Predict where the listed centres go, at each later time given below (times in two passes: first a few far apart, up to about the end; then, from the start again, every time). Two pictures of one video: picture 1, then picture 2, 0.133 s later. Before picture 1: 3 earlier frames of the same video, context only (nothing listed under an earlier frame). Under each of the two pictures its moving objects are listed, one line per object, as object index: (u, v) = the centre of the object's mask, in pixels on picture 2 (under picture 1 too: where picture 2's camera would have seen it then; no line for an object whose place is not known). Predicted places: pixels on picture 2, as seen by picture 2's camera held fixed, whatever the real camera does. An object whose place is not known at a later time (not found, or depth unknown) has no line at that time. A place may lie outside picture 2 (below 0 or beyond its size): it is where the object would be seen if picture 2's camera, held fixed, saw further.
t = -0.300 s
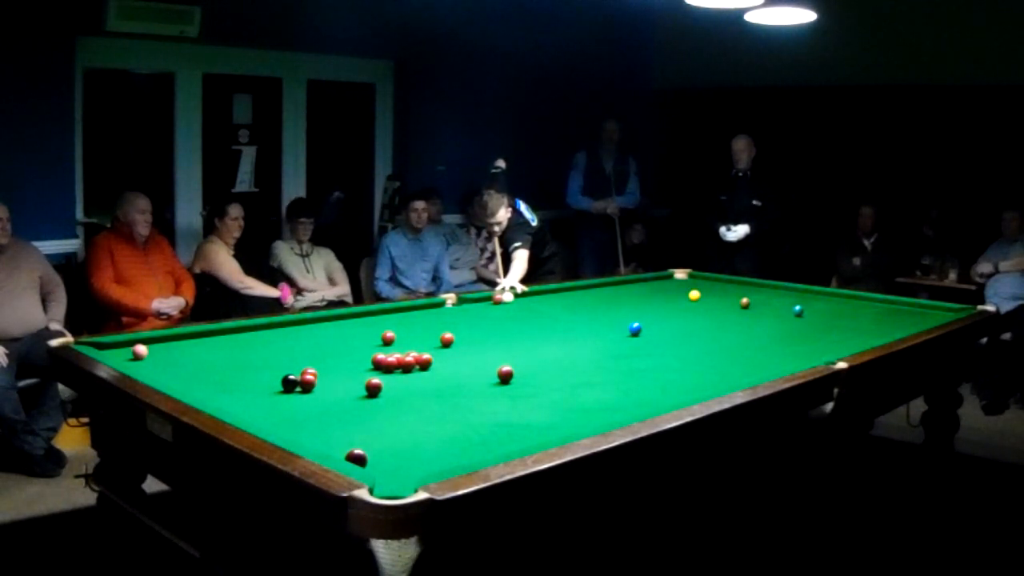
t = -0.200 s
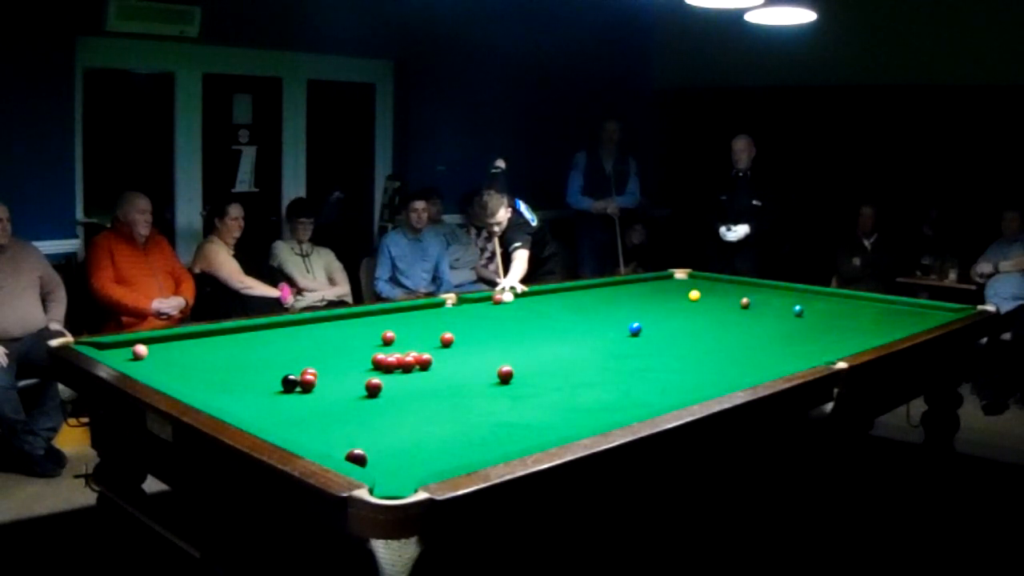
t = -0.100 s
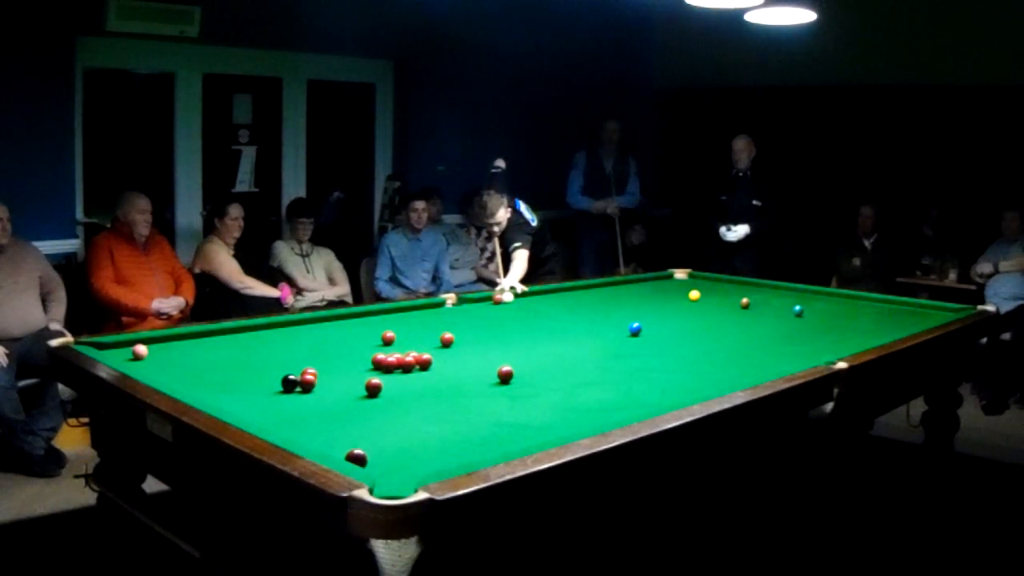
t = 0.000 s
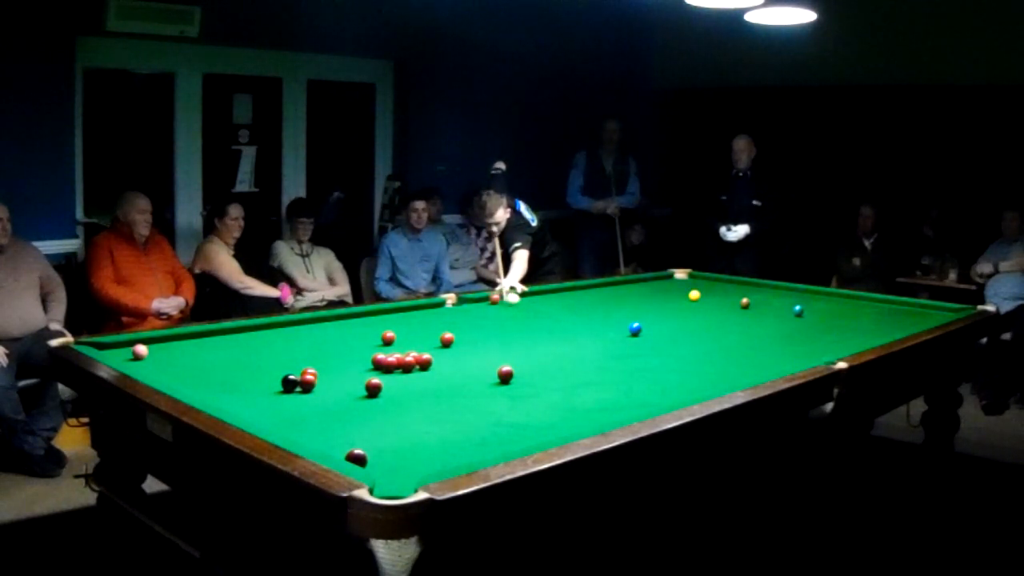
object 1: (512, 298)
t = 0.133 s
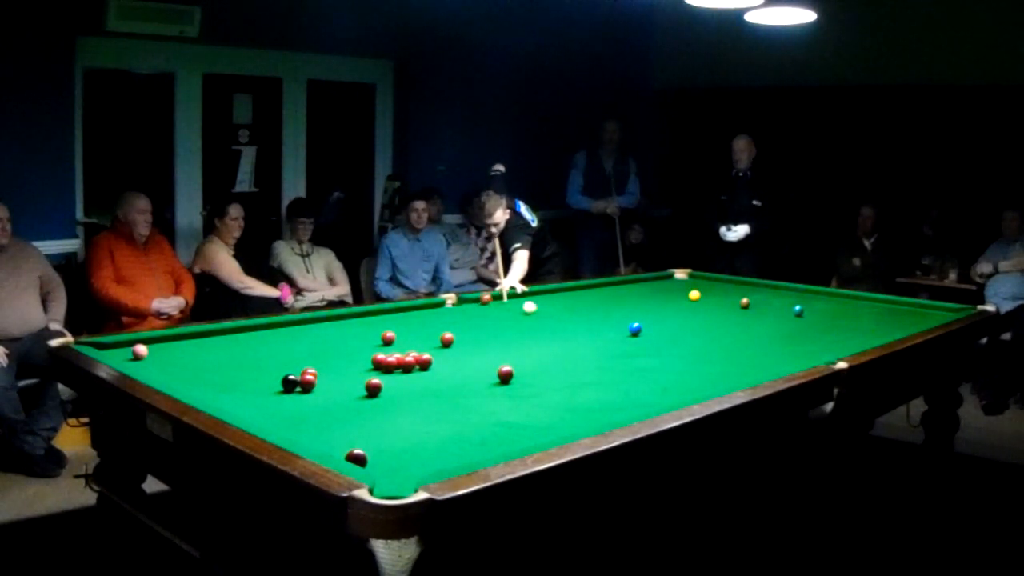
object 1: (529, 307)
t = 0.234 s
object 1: (540, 313)
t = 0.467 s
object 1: (563, 327)
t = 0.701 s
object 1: (589, 343)
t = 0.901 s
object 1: (615, 359)
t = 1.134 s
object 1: (651, 380)
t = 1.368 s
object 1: (652, 396)
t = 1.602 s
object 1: (566, 396)
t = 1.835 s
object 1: (482, 396)
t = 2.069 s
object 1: (400, 395)
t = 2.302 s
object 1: (321, 393)
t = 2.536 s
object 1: (245, 392)
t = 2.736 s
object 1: (193, 387)
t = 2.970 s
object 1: (204, 376)
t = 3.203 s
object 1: (212, 365)
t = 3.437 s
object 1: (220, 355)
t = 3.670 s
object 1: (226, 346)
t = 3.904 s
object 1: (232, 338)
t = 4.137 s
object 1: (237, 332)
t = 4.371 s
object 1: (249, 328)
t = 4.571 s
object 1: (268, 329)
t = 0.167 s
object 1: (533, 309)
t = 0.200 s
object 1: (536, 311)
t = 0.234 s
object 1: (540, 313)
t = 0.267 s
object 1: (543, 315)
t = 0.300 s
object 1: (546, 316)
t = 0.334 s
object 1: (549, 318)
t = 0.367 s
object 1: (552, 320)
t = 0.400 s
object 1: (556, 322)
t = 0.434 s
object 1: (559, 325)
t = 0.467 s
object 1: (563, 327)
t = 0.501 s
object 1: (566, 329)
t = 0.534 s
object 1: (570, 331)
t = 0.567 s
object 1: (573, 333)
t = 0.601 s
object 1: (577, 335)
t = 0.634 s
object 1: (581, 338)
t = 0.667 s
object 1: (585, 341)
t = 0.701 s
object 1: (589, 343)
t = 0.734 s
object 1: (593, 345)
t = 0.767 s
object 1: (597, 348)
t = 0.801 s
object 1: (602, 351)
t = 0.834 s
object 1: (606, 353)
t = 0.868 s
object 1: (611, 356)
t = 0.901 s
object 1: (615, 359)
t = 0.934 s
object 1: (620, 362)
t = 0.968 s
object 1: (625, 365)
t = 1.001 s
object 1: (630, 367)
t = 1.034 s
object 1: (635, 371)
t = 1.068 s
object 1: (641, 374)
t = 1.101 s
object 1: (646, 377)
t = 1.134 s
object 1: (651, 380)
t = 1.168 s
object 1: (657, 384)
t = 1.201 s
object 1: (663, 388)
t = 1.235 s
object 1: (668, 390)
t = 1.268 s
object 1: (674, 393)
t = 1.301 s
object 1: (678, 396)
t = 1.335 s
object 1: (667, 396)
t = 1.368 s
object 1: (652, 396)
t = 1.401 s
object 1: (640, 396)
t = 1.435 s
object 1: (627, 396)
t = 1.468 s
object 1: (614, 396)
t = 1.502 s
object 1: (602, 396)
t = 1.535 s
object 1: (590, 396)
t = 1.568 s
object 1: (578, 396)
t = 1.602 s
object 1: (566, 396)
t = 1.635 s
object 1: (554, 396)
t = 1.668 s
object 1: (542, 396)
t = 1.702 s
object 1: (530, 396)
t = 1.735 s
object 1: (518, 396)
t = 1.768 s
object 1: (506, 396)
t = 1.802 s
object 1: (494, 396)
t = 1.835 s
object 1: (482, 396)
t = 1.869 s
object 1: (470, 395)
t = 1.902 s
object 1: (458, 395)
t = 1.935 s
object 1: (447, 395)
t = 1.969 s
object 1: (435, 395)
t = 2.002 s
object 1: (423, 395)
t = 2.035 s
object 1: (412, 395)
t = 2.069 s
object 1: (400, 395)
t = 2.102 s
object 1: (389, 394)
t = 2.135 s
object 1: (377, 394)
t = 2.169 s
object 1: (366, 394)
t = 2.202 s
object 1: (355, 394)
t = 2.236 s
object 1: (343, 394)
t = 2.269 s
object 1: (332, 394)
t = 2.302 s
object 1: (321, 393)
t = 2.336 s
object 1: (309, 394)
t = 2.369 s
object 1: (298, 393)
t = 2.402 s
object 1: (287, 393)
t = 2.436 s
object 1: (277, 393)
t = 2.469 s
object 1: (266, 393)
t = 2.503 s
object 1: (256, 392)
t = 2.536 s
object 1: (245, 392)
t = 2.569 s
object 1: (234, 392)
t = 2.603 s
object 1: (223, 392)
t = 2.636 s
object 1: (214, 391)
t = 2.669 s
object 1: (204, 389)
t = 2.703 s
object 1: (194, 388)
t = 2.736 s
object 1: (193, 387)
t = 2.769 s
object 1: (195, 386)
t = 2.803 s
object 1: (197, 385)
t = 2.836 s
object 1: (198, 384)
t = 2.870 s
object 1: (199, 382)
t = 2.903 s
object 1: (200, 380)
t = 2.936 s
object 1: (202, 378)
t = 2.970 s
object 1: (204, 376)
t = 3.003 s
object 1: (205, 374)
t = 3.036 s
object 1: (206, 373)
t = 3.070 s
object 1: (207, 371)
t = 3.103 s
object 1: (209, 369)
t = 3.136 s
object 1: (210, 368)
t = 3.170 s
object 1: (211, 366)
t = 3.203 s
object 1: (212, 365)
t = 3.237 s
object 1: (213, 363)
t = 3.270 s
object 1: (215, 362)
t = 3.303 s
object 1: (216, 360)
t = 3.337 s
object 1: (217, 359)
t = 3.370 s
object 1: (218, 358)
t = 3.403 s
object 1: (219, 356)
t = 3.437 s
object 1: (220, 355)
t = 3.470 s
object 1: (221, 354)
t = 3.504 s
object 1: (222, 352)
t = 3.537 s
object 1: (223, 351)
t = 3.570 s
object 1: (224, 350)
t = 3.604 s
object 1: (225, 349)
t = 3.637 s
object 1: (226, 347)
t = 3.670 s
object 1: (226, 346)
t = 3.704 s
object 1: (227, 345)
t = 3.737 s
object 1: (228, 344)
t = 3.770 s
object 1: (229, 343)
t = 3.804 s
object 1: (230, 342)
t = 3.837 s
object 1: (231, 341)
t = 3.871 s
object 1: (231, 340)
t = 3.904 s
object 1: (232, 338)
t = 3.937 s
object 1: (233, 337)
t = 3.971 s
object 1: (234, 336)
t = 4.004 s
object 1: (234, 335)
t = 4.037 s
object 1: (235, 334)
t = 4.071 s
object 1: (236, 333)
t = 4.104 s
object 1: (236, 333)
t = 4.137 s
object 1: (237, 332)
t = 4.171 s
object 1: (237, 330)
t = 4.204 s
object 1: (238, 330)
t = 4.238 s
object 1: (239, 329)
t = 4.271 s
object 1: (239, 328)
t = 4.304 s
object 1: (242, 328)
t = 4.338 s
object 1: (246, 328)
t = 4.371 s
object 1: (249, 328)
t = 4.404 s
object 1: (252, 328)
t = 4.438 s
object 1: (255, 328)
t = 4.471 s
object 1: (259, 329)
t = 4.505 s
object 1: (262, 329)
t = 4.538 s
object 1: (265, 329)
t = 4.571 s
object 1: (268, 329)
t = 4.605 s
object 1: (271, 329)
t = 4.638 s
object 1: (274, 329)
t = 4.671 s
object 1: (277, 329)
